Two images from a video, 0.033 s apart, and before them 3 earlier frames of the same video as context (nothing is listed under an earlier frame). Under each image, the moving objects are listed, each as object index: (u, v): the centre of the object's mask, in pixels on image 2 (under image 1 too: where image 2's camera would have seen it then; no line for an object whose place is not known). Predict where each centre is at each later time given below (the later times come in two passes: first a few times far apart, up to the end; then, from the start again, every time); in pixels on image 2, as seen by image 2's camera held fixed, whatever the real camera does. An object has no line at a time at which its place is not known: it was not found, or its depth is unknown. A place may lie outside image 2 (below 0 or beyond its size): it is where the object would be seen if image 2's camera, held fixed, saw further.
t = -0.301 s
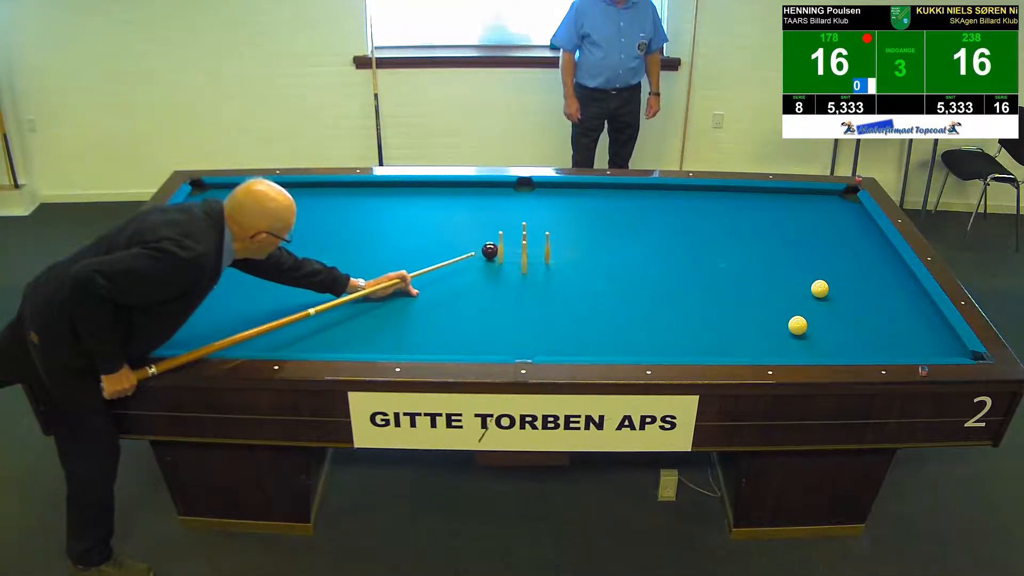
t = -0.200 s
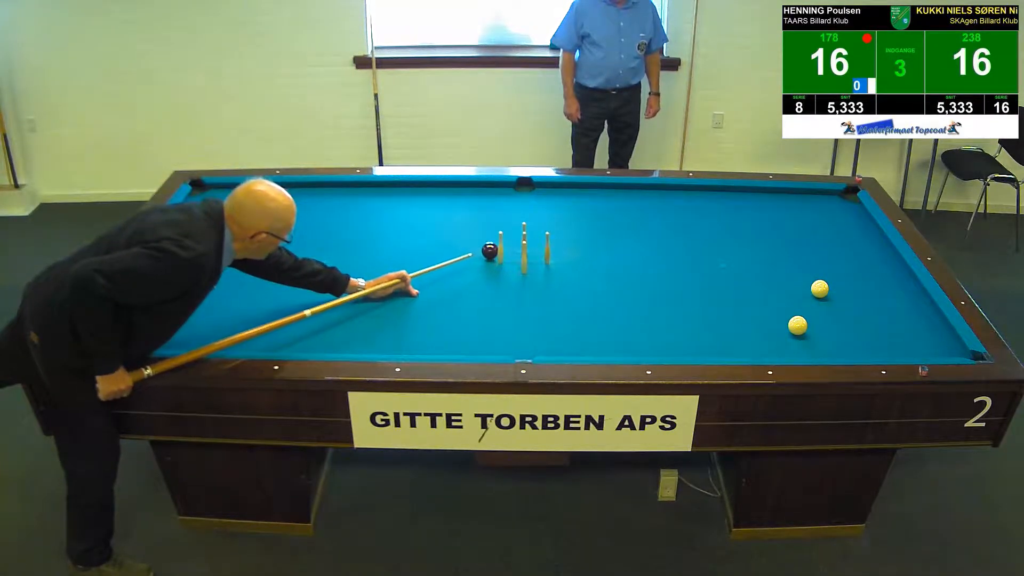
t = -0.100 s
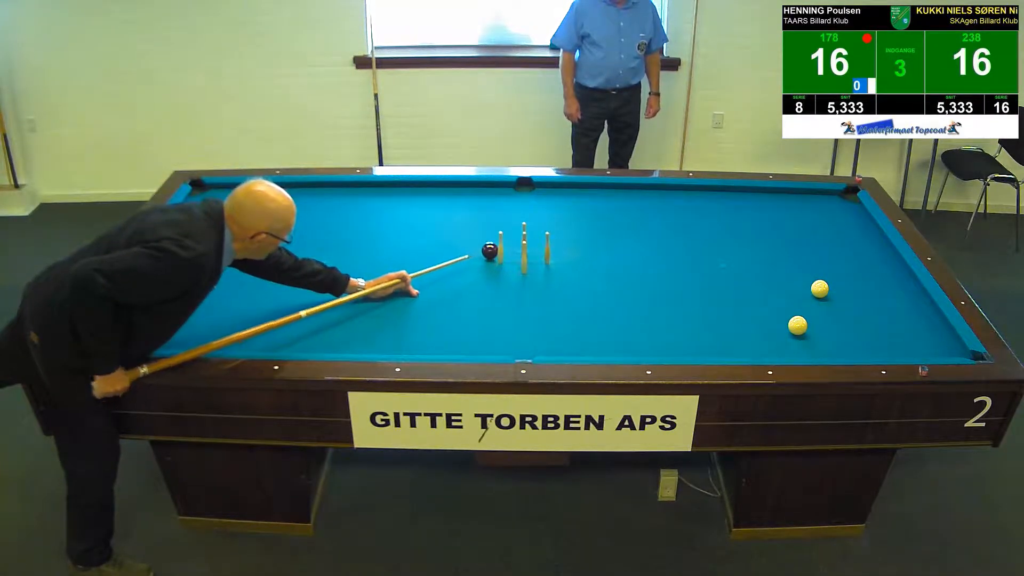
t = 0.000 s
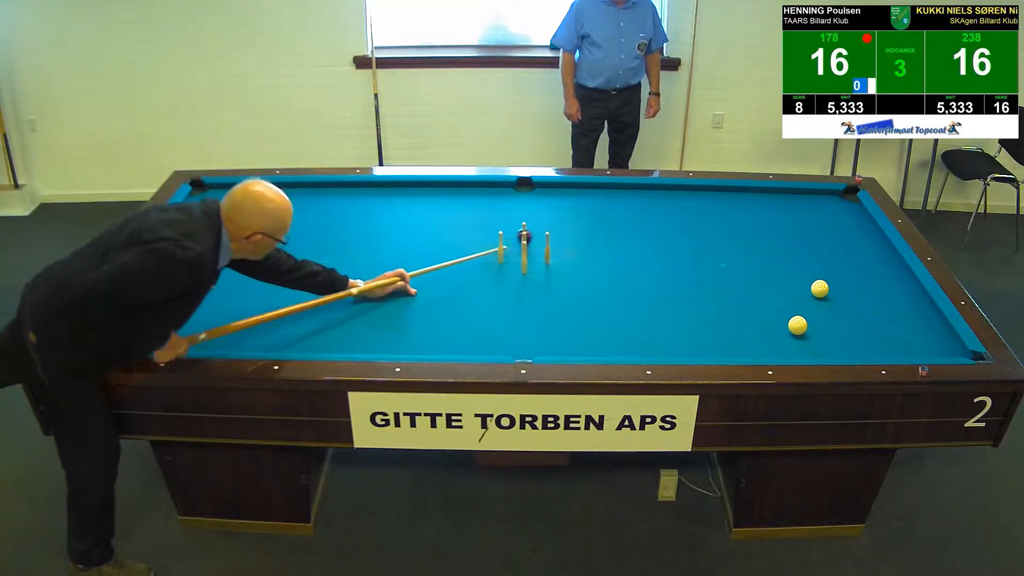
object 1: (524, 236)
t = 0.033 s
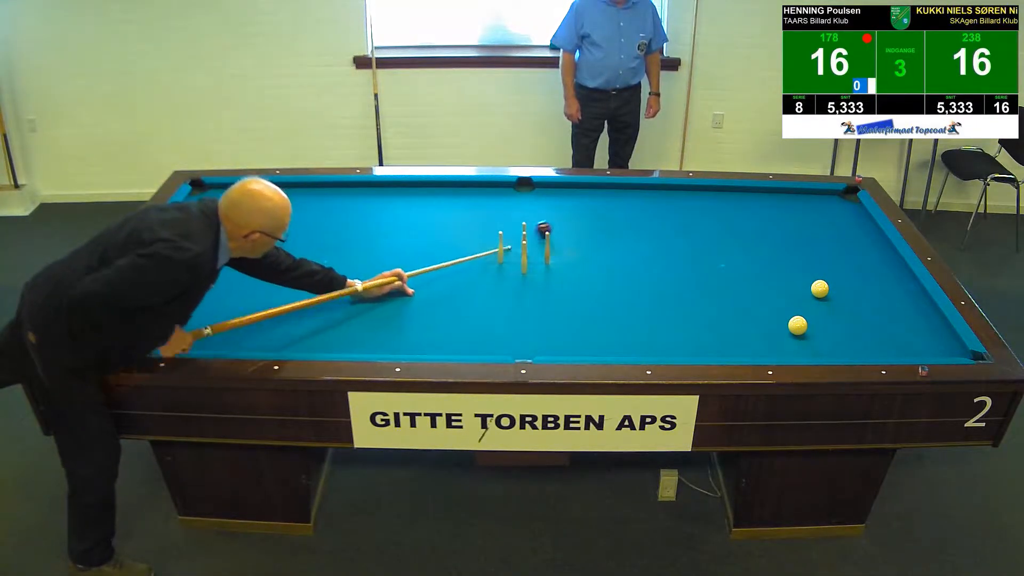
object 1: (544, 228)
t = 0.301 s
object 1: (662, 192)
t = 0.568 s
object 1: (759, 226)
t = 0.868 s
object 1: (875, 264)
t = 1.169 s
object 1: (880, 307)
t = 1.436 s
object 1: (847, 350)
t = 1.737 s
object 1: (759, 324)
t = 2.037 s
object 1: (675, 293)
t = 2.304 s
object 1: (608, 269)
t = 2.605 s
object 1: (538, 245)
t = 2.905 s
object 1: (476, 224)
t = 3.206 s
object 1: (421, 204)
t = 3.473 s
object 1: (376, 189)
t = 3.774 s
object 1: (338, 191)
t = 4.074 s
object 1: (303, 200)
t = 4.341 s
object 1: (272, 208)
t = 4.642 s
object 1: (237, 217)
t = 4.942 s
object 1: (204, 225)
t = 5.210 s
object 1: (174, 233)
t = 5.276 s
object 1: (166, 235)
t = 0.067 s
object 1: (562, 222)
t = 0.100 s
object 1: (579, 215)
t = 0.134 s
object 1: (595, 209)
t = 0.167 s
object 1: (610, 203)
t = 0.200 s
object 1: (624, 197)
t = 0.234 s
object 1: (638, 192)
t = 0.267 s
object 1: (650, 188)
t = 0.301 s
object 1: (662, 192)
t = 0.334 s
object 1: (674, 196)
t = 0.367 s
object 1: (686, 201)
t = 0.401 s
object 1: (698, 206)
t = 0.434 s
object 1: (709, 210)
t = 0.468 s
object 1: (722, 214)
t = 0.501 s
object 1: (734, 218)
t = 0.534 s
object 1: (747, 222)
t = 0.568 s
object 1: (759, 226)
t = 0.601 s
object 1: (772, 230)
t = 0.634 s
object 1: (784, 234)
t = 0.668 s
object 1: (797, 238)
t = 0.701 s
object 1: (810, 242)
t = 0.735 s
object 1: (823, 247)
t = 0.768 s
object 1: (836, 251)
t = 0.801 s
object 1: (849, 255)
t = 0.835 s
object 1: (862, 260)
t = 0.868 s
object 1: (875, 264)
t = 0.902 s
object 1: (889, 268)
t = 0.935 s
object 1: (903, 273)
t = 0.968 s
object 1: (906, 277)
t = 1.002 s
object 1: (901, 282)
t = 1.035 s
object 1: (896, 286)
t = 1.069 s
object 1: (891, 291)
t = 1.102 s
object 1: (887, 296)
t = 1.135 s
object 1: (884, 302)
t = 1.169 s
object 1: (880, 307)
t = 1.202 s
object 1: (876, 312)
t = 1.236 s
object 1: (872, 317)
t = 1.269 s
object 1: (868, 323)
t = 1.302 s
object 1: (864, 328)
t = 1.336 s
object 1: (860, 334)
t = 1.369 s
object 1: (856, 340)
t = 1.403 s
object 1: (851, 346)
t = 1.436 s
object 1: (847, 350)
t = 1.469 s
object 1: (841, 352)
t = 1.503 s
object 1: (829, 350)
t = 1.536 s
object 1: (819, 346)
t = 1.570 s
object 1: (808, 342)
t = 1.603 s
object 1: (798, 338)
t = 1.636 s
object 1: (788, 334)
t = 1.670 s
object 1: (778, 331)
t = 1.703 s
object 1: (768, 327)
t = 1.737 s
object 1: (759, 324)
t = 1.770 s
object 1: (749, 320)
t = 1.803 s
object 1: (739, 317)
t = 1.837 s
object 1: (730, 314)
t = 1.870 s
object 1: (721, 310)
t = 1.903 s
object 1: (712, 307)
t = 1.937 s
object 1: (703, 303)
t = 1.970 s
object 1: (694, 300)
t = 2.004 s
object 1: (684, 296)
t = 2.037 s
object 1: (675, 293)
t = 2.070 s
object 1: (667, 290)
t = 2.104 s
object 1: (658, 287)
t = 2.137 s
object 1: (649, 284)
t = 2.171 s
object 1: (641, 281)
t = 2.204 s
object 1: (633, 278)
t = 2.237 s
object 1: (624, 275)
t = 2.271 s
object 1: (616, 272)
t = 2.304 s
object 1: (608, 269)
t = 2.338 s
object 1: (600, 267)
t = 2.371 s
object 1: (592, 264)
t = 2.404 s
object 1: (584, 261)
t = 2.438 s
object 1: (576, 258)
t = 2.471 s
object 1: (568, 256)
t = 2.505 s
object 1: (561, 253)
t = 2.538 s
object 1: (555, 250)
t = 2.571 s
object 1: (546, 247)
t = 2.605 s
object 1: (538, 245)
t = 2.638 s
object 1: (532, 242)
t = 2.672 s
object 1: (526, 238)
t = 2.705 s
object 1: (516, 237)
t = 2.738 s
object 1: (510, 235)
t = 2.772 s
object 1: (503, 232)
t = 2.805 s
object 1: (496, 230)
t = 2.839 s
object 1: (489, 228)
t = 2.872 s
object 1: (483, 226)
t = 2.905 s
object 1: (476, 224)
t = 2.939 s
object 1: (470, 221)
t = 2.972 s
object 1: (464, 219)
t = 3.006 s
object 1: (457, 217)
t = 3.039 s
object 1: (451, 215)
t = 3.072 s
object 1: (445, 213)
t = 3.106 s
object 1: (439, 210)
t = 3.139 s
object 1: (433, 208)
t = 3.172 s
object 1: (427, 206)
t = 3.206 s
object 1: (421, 204)
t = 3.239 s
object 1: (415, 202)
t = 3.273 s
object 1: (409, 200)
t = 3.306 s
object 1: (403, 198)
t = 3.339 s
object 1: (398, 196)
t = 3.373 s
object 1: (393, 195)
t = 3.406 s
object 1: (387, 192)
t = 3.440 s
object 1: (382, 191)
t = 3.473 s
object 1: (376, 189)
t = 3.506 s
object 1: (371, 188)
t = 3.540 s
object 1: (366, 186)
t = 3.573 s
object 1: (361, 185)
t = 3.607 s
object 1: (357, 186)
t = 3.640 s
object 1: (353, 188)
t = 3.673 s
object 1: (350, 188)
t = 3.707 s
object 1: (346, 190)
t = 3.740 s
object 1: (342, 190)
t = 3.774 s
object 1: (338, 191)
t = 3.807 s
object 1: (334, 192)
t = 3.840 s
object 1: (330, 193)
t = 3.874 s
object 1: (326, 194)
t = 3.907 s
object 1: (322, 195)
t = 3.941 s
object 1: (318, 196)
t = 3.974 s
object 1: (314, 197)
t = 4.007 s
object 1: (310, 198)
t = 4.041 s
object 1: (307, 199)
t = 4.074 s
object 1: (303, 200)
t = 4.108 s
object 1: (299, 201)
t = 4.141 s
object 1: (295, 202)
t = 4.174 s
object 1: (291, 203)
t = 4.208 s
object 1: (287, 204)
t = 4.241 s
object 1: (283, 205)
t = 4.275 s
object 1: (279, 206)
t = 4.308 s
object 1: (276, 207)
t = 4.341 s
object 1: (272, 208)
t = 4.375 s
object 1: (268, 209)
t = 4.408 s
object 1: (264, 210)
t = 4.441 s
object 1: (260, 211)
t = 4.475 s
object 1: (256, 212)
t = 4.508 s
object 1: (252, 213)
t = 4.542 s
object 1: (249, 214)
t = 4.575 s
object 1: (245, 215)
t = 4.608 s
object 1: (241, 216)
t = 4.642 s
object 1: (237, 217)
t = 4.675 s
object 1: (233, 217)
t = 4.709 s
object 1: (230, 218)
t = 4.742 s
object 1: (226, 219)
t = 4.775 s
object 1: (222, 221)
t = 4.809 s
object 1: (218, 221)
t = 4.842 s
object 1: (215, 222)
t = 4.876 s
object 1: (211, 223)
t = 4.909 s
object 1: (207, 224)
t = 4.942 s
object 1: (204, 225)
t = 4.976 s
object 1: (200, 227)
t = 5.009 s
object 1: (196, 227)
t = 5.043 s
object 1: (192, 228)
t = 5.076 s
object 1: (188, 229)
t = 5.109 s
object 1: (185, 230)
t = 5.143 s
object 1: (181, 231)
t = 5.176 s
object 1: (178, 232)
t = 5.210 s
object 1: (174, 233)
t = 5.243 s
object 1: (170, 234)
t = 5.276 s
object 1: (166, 235)
